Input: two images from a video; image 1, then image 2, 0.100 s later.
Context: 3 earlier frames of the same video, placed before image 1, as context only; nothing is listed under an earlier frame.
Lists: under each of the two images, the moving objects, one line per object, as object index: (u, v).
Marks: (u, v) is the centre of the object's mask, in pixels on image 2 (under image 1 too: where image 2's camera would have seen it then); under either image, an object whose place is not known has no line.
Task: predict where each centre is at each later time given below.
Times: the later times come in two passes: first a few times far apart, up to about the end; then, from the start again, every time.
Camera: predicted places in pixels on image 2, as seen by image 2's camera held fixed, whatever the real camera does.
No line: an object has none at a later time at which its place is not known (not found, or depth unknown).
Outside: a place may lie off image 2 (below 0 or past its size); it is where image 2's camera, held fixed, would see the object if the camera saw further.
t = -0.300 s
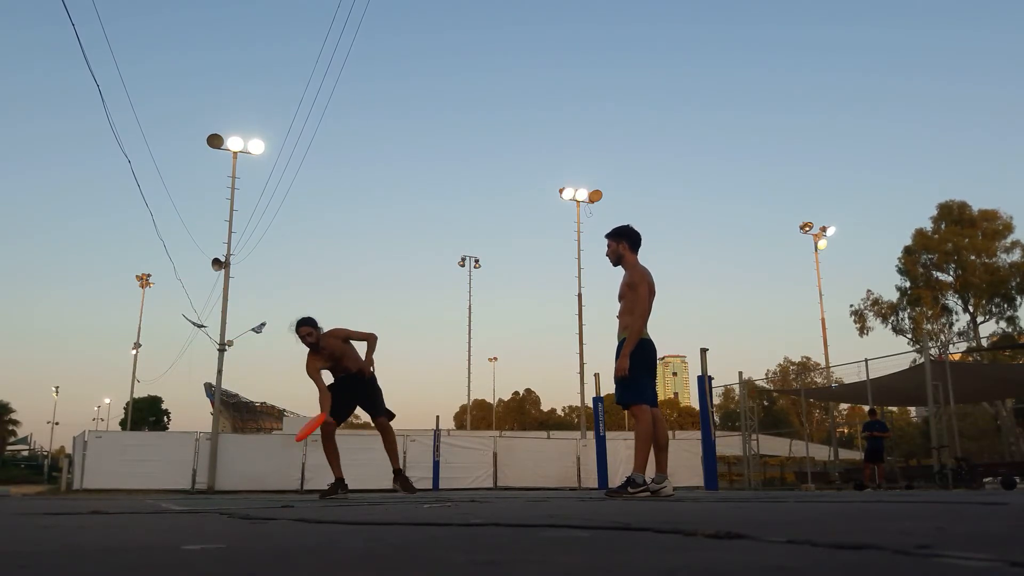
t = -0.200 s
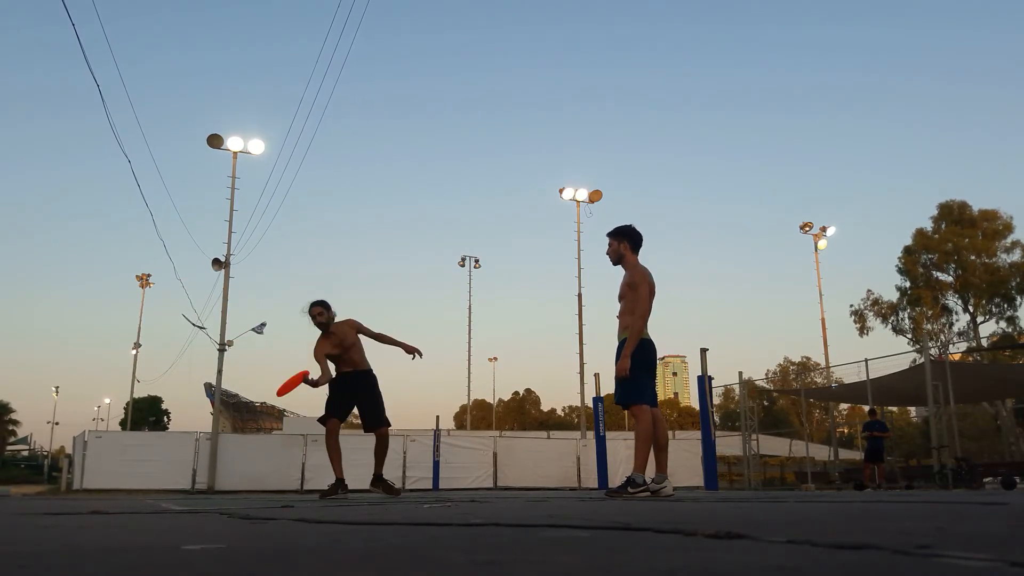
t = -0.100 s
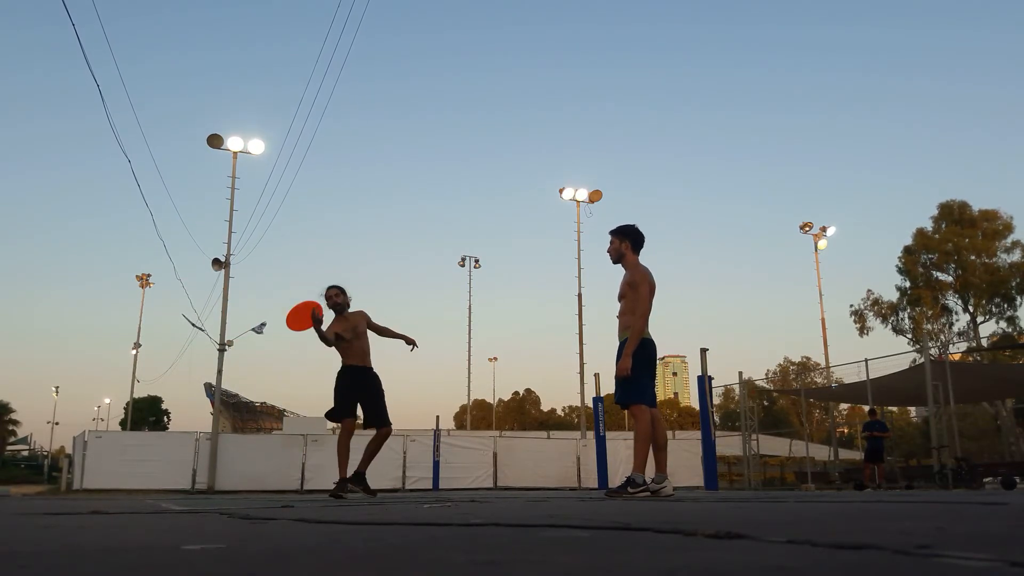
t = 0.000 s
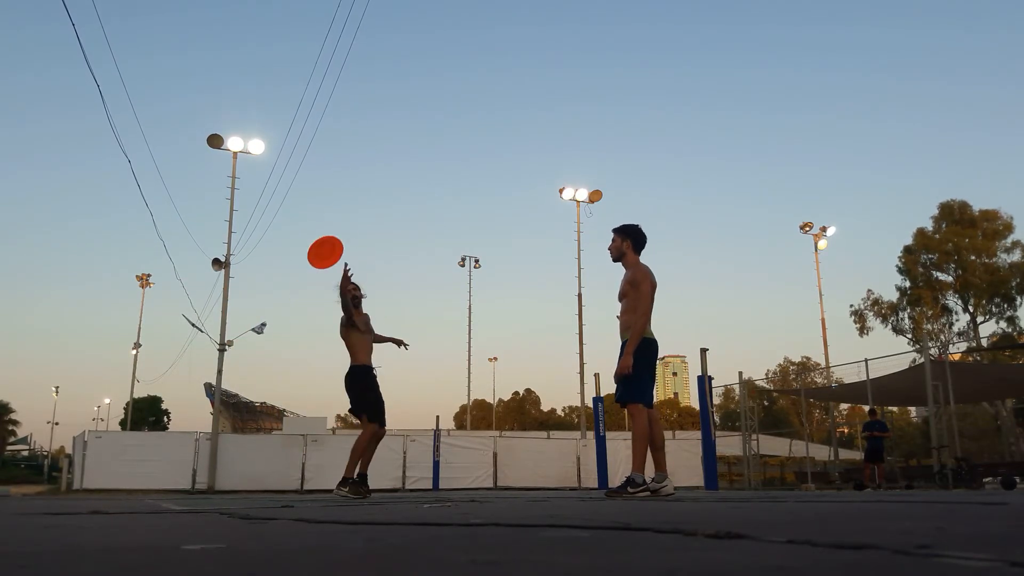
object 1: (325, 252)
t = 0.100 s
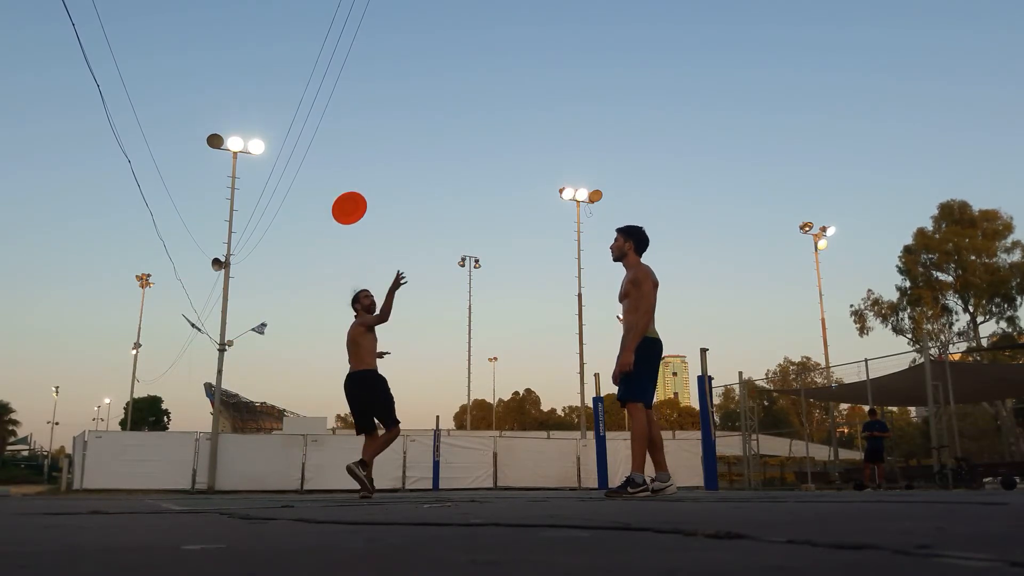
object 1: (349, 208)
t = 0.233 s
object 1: (379, 172)
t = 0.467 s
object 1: (426, 160)
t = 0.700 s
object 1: (464, 207)
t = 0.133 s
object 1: (357, 197)
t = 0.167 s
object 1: (364, 187)
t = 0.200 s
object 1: (372, 179)
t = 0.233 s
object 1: (379, 172)
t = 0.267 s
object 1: (386, 166)
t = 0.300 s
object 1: (393, 162)
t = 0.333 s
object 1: (400, 159)
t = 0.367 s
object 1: (407, 158)
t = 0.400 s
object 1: (413, 158)
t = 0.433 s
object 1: (420, 158)
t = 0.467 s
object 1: (426, 160)
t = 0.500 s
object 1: (432, 164)
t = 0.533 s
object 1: (438, 168)
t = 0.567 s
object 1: (443, 174)
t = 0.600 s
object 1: (449, 181)
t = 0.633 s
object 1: (454, 188)
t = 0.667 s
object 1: (459, 197)
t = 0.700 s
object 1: (464, 207)
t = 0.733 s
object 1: (468, 218)
